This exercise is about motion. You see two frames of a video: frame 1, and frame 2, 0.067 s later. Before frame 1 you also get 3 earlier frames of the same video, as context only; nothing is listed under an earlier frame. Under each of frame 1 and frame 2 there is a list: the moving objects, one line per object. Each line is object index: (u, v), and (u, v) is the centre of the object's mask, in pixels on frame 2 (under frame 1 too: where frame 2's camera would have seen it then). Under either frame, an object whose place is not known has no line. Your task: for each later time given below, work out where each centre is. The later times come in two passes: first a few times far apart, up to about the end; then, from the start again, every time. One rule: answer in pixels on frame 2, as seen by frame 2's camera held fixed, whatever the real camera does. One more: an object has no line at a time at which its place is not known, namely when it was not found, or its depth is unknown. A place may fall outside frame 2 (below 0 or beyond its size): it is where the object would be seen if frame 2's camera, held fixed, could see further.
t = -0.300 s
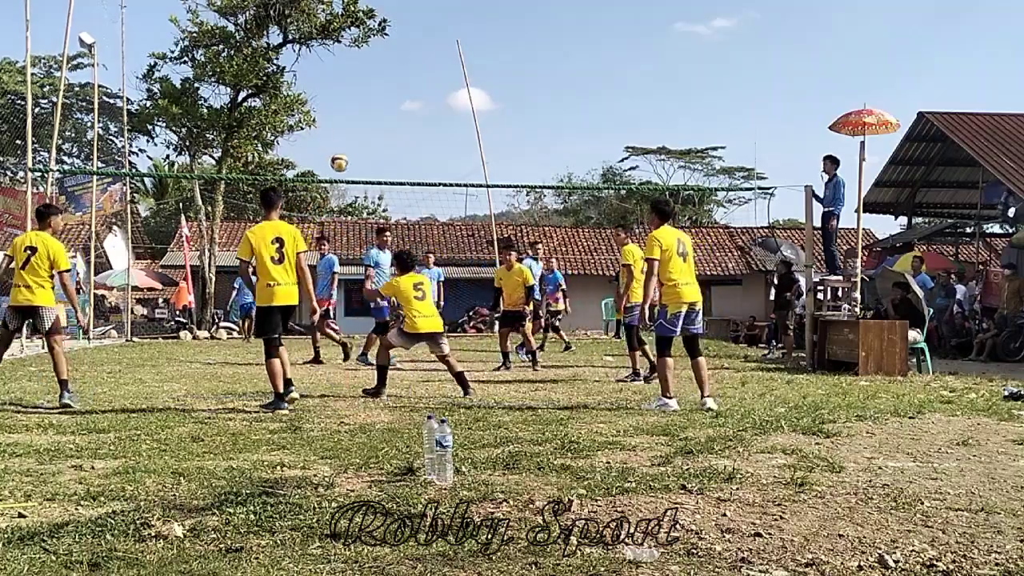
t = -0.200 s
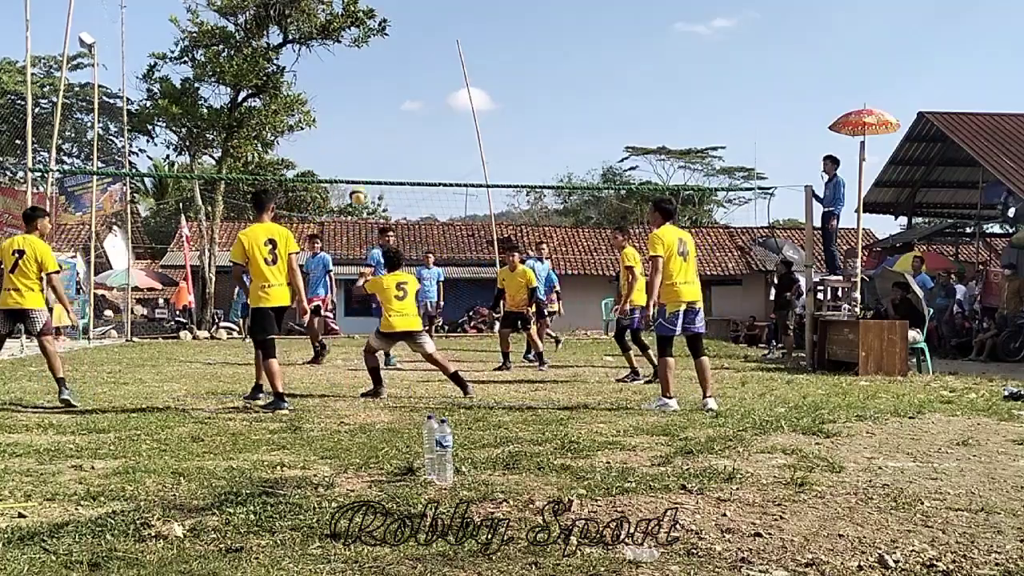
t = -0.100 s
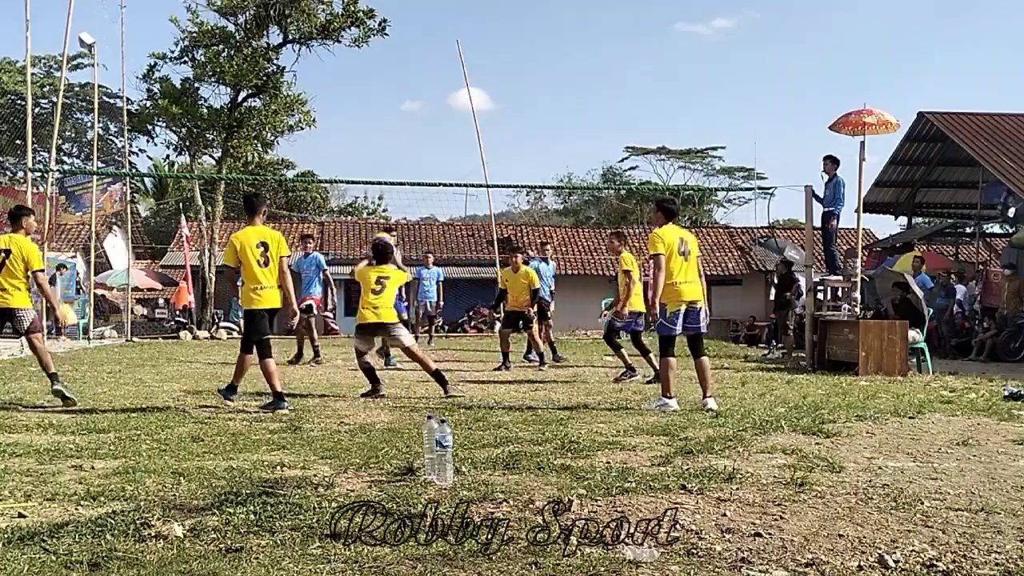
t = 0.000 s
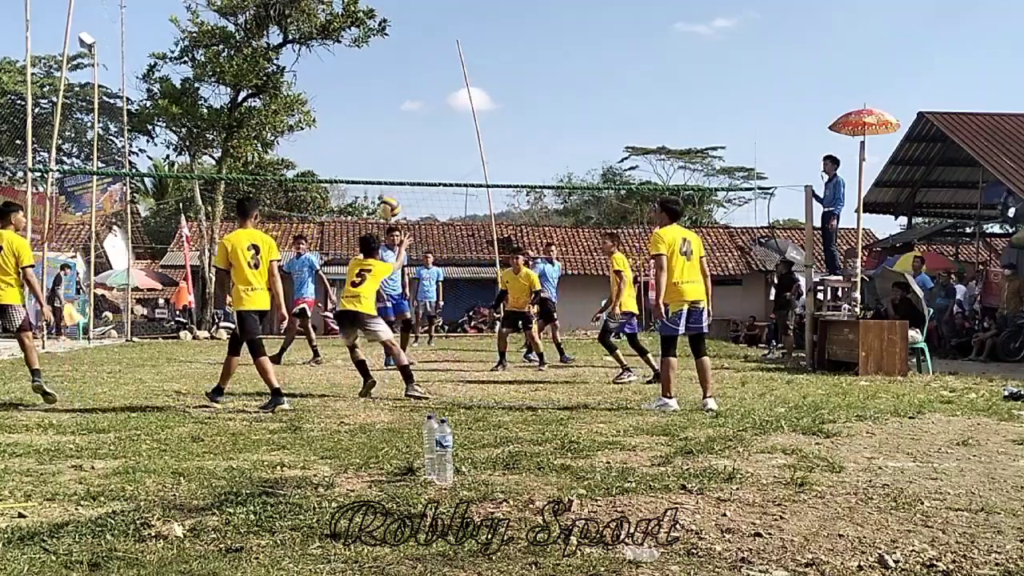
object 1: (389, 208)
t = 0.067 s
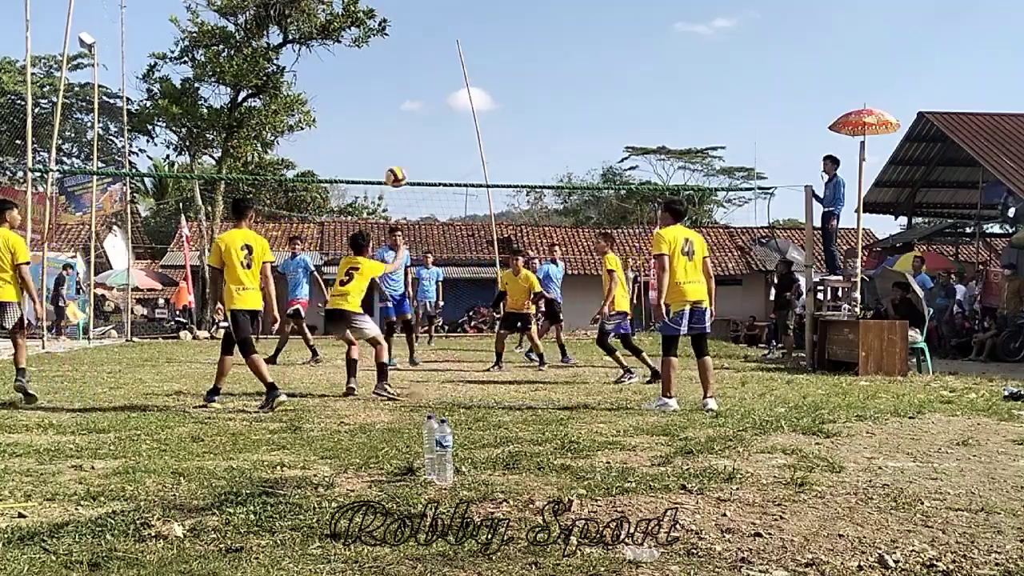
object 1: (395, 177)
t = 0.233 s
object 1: (410, 125)
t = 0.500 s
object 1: (431, 102)
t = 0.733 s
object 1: (447, 134)
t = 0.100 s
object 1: (399, 164)
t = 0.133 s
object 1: (402, 152)
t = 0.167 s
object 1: (405, 142)
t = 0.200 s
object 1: (407, 133)
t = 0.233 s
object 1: (410, 125)
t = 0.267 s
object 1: (413, 119)
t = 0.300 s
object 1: (415, 113)
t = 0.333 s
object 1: (418, 108)
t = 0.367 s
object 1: (421, 105)
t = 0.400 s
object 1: (423, 102)
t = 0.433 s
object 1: (426, 102)
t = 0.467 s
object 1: (429, 101)
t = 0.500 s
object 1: (431, 102)
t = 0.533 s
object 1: (434, 104)
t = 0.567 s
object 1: (436, 107)
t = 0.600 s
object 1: (438, 111)
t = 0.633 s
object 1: (441, 115)
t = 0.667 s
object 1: (443, 121)
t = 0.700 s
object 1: (445, 127)
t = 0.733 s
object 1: (447, 134)
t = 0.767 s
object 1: (449, 143)
